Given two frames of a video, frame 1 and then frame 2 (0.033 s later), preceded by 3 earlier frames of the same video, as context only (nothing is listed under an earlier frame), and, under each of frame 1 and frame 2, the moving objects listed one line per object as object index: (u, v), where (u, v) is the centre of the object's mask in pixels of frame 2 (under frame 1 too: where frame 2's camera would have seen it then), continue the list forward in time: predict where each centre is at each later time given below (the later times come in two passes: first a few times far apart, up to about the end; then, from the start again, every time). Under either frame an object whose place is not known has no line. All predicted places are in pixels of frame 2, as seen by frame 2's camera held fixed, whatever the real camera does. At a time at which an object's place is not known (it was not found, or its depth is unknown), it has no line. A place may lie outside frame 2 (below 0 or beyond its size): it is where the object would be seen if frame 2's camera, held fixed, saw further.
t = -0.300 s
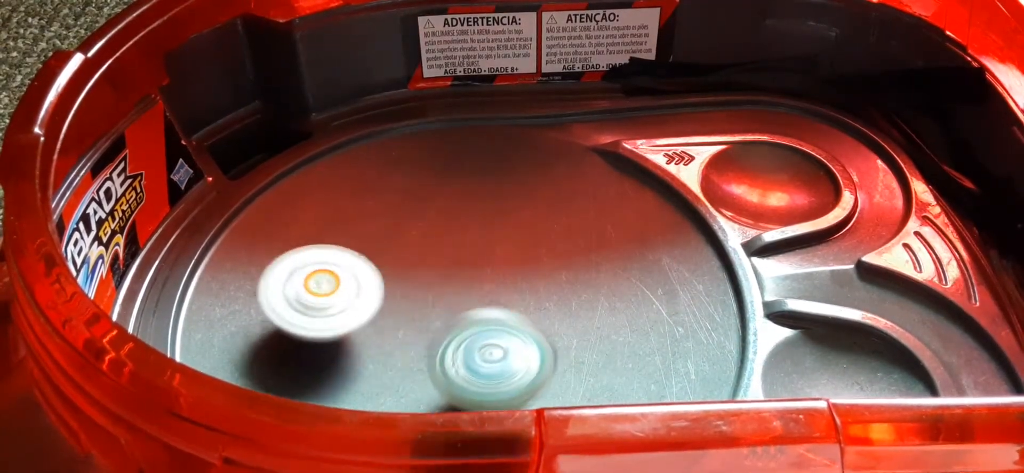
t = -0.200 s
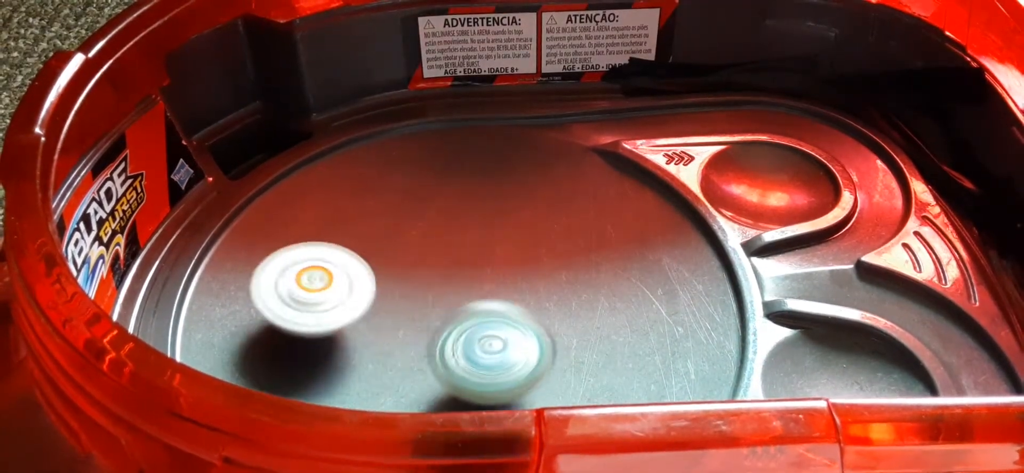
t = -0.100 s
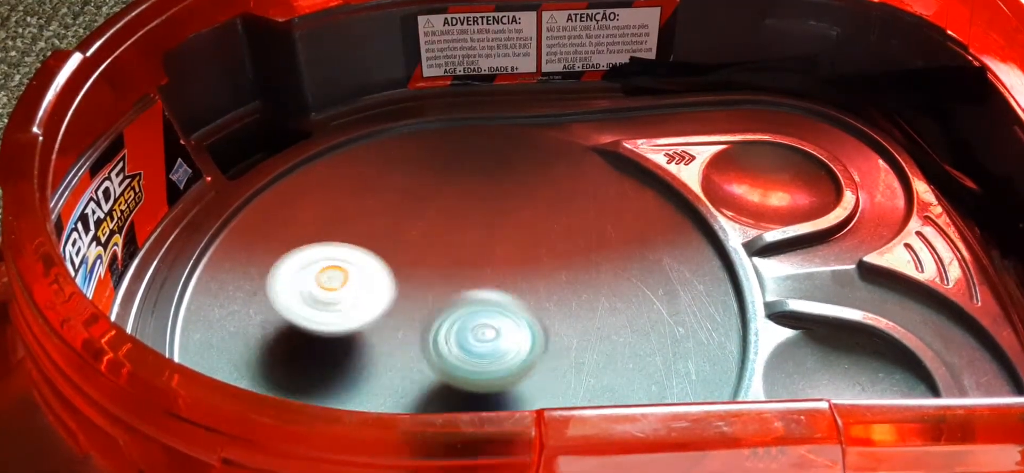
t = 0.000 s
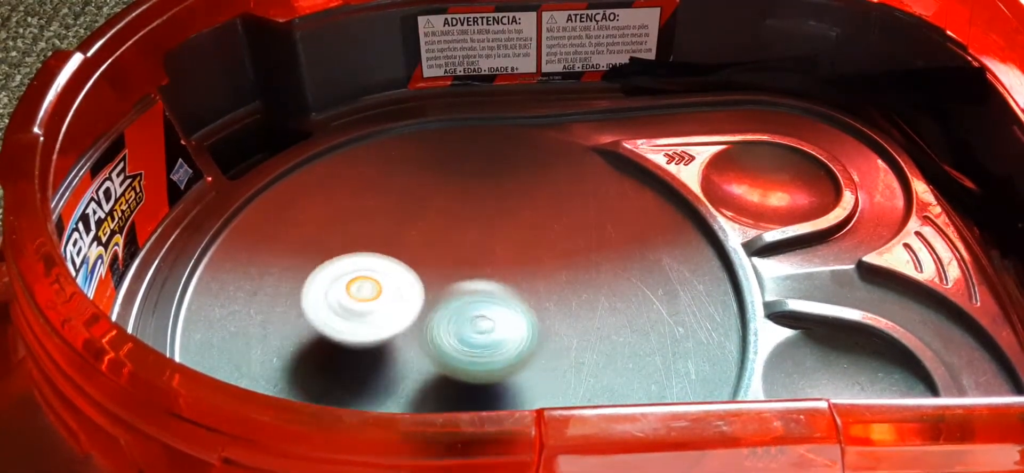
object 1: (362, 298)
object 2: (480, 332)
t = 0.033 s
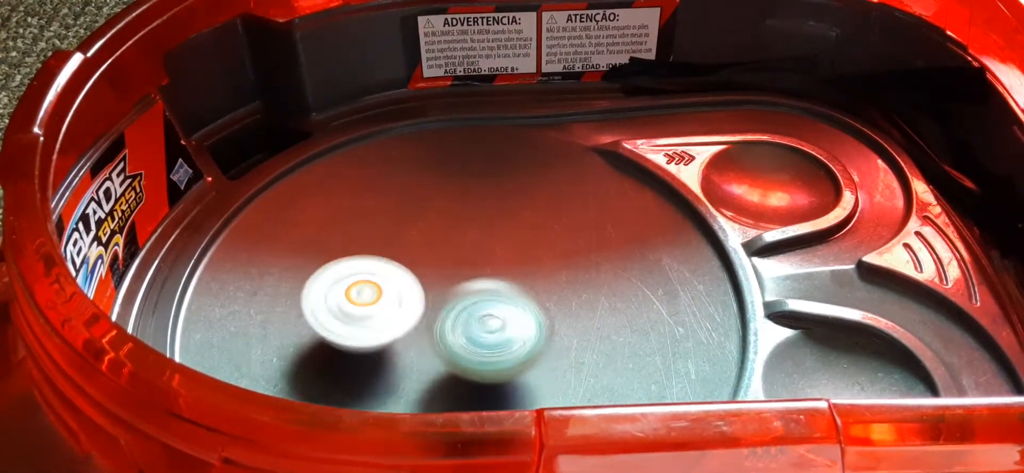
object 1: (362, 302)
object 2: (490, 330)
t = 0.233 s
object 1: (384, 340)
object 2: (506, 310)
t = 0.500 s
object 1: (390, 357)
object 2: (518, 276)
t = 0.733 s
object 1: (474, 358)
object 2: (510, 252)
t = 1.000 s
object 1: (494, 380)
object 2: (485, 230)
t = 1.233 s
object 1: (510, 344)
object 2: (461, 244)
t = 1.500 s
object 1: (573, 362)
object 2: (443, 248)
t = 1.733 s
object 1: (507, 348)
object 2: (437, 270)
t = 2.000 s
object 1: (540, 307)
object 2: (416, 264)
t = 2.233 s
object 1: (562, 291)
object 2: (424, 282)
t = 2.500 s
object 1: (608, 316)
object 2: (394, 293)
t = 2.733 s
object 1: (548, 345)
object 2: (395, 313)
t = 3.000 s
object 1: (583, 355)
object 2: (344, 289)
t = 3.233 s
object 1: (530, 337)
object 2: (349, 289)
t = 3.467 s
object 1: (518, 266)
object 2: (401, 285)
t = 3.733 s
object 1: (587, 223)
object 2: (424, 294)
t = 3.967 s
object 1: (578, 263)
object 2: (459, 302)
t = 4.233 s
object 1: (567, 302)
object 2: (424, 332)
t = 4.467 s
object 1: (533, 285)
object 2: (392, 353)
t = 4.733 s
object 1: (517, 258)
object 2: (384, 355)
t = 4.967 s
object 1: (493, 258)
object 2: (412, 330)
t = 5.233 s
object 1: (538, 251)
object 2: (424, 313)
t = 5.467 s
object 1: (557, 288)
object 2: (436, 307)
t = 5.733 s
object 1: (668, 303)
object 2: (305, 317)
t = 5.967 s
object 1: (624, 331)
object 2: (303, 320)
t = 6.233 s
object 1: (509, 310)
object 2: (382, 315)
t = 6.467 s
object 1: (606, 304)
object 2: (283, 278)
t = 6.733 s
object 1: (562, 330)
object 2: (324, 288)
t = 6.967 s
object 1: (572, 312)
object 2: (370, 281)
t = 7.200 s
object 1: (622, 306)
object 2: (371, 285)
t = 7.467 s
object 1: (575, 293)
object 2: (408, 305)
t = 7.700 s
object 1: (527, 264)
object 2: (415, 363)
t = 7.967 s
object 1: (471, 251)
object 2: (406, 394)
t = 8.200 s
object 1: (426, 271)
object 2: (424, 386)
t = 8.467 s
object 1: (394, 276)
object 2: (518, 366)
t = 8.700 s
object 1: (417, 265)
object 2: (602, 342)
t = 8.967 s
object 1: (468, 283)
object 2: (616, 315)
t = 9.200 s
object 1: (474, 285)
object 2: (621, 302)
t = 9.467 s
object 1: (431, 281)
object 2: (611, 285)
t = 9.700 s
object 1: (414, 289)
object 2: (538, 265)
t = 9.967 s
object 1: (384, 316)
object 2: (513, 233)
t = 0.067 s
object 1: (364, 308)
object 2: (495, 329)
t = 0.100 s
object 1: (368, 313)
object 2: (499, 326)
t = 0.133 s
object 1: (372, 319)
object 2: (501, 322)
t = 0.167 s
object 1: (376, 326)
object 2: (503, 318)
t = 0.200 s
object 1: (381, 333)
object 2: (505, 314)
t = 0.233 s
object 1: (384, 340)
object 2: (506, 310)
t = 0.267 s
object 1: (387, 346)
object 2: (509, 305)
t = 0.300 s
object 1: (384, 353)
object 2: (513, 300)
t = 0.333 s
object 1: (381, 358)
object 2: (515, 295)
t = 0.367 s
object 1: (380, 361)
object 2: (517, 291)
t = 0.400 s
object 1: (379, 362)
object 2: (517, 287)
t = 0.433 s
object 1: (380, 361)
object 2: (518, 283)
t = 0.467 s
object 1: (383, 360)
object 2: (518, 279)
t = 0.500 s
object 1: (390, 357)
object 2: (518, 276)
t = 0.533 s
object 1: (398, 355)
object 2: (517, 273)
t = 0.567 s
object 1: (410, 351)
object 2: (515, 270)
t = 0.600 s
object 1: (422, 350)
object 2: (514, 268)
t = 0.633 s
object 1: (438, 348)
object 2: (512, 266)
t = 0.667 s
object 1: (451, 349)
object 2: (510, 263)
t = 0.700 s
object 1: (465, 352)
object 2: (509, 259)
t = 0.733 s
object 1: (474, 358)
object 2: (510, 252)
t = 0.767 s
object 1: (481, 364)
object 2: (510, 247)
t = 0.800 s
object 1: (488, 369)
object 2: (507, 243)
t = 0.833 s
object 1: (492, 373)
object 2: (504, 240)
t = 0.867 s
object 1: (495, 376)
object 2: (500, 237)
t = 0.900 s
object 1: (496, 378)
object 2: (497, 234)
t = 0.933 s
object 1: (496, 380)
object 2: (493, 232)
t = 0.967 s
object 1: (495, 381)
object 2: (489, 231)
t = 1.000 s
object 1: (494, 380)
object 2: (485, 230)
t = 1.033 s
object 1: (493, 378)
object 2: (480, 230)
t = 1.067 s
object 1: (492, 375)
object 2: (477, 230)
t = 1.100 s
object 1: (492, 371)
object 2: (472, 232)
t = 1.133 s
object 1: (495, 366)
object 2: (469, 234)
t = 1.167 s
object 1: (499, 360)
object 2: (466, 237)
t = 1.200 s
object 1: (504, 352)
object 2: (463, 240)
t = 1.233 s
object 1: (510, 344)
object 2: (461, 244)
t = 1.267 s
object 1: (517, 335)
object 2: (460, 249)
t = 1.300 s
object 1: (525, 329)
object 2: (459, 253)
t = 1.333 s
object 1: (540, 333)
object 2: (456, 248)
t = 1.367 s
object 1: (551, 339)
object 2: (453, 245)
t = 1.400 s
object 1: (562, 345)
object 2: (451, 244)
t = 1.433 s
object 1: (568, 351)
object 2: (448, 245)
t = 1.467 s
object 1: (573, 357)
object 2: (445, 246)
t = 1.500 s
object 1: (573, 362)
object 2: (443, 248)
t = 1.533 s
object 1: (568, 366)
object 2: (440, 251)
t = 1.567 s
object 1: (561, 368)
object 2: (438, 254)
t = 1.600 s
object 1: (550, 369)
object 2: (437, 257)
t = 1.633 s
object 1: (537, 368)
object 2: (436, 260)
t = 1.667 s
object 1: (525, 363)
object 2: (436, 263)
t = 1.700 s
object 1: (514, 357)
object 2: (436, 267)
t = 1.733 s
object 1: (507, 348)
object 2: (437, 270)
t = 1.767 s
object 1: (509, 345)
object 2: (433, 266)
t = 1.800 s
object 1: (513, 341)
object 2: (429, 262)
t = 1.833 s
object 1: (516, 336)
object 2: (426, 260)
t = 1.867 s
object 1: (519, 330)
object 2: (424, 259)
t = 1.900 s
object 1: (524, 324)
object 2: (422, 260)
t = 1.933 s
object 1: (528, 318)
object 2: (420, 261)
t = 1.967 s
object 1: (533, 312)
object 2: (417, 263)
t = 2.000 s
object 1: (540, 307)
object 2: (416, 264)
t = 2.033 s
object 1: (544, 302)
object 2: (415, 266)
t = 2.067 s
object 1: (549, 298)
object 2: (414, 269)
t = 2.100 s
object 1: (554, 295)
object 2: (414, 271)
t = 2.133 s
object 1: (558, 293)
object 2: (416, 274)
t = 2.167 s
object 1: (561, 292)
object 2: (417, 277)
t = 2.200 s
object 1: (562, 291)
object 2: (420, 280)
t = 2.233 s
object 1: (562, 291)
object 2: (424, 282)
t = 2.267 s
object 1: (559, 292)
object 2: (428, 285)
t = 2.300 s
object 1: (556, 291)
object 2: (432, 288)
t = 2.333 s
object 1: (559, 291)
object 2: (431, 289)
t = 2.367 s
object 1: (578, 294)
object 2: (414, 287)
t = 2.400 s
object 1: (589, 298)
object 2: (405, 287)
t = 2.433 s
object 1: (599, 304)
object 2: (400, 288)
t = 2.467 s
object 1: (606, 309)
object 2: (397, 290)
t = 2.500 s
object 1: (608, 316)
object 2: (394, 293)
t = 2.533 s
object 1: (609, 323)
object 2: (393, 296)
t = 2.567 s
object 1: (607, 330)
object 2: (392, 299)
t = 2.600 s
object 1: (600, 337)
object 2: (391, 302)
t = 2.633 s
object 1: (590, 343)
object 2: (390, 304)
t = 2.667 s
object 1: (578, 345)
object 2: (390, 308)
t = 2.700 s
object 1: (563, 346)
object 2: (392, 309)
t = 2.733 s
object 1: (548, 345)
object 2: (395, 313)
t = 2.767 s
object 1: (535, 340)
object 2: (400, 315)
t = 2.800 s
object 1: (529, 337)
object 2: (399, 315)
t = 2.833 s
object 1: (547, 338)
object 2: (378, 303)
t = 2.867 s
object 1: (561, 339)
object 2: (362, 295)
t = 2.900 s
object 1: (571, 342)
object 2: (354, 291)
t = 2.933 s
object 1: (579, 346)
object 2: (350, 289)
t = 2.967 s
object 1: (582, 350)
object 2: (347, 289)
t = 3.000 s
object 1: (583, 355)
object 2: (344, 289)
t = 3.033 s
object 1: (581, 358)
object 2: (342, 289)
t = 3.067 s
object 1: (576, 359)
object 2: (340, 289)
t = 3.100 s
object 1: (567, 359)
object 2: (340, 289)
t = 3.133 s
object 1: (558, 357)
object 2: (340, 289)
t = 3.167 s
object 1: (548, 352)
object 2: (343, 289)
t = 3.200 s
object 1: (538, 345)
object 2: (346, 289)
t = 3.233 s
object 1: (530, 337)
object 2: (349, 289)
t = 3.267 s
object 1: (524, 327)
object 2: (356, 288)
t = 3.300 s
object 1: (520, 317)
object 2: (362, 288)
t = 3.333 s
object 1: (517, 307)
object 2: (370, 288)
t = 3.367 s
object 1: (516, 297)
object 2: (377, 287)
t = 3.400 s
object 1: (516, 287)
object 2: (385, 286)
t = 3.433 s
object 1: (517, 276)
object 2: (392, 285)
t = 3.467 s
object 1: (518, 266)
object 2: (401, 285)
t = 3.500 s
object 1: (523, 256)
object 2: (404, 285)
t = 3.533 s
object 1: (536, 245)
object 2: (398, 286)
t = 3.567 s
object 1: (545, 237)
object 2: (397, 287)
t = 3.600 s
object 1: (554, 231)
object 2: (401, 288)
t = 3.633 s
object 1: (562, 227)
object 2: (406, 290)
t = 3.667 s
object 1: (571, 224)
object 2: (412, 291)
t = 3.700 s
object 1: (580, 223)
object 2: (417, 293)
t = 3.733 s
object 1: (587, 223)
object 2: (424, 294)
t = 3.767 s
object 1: (592, 226)
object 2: (430, 296)
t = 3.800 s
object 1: (596, 230)
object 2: (437, 297)
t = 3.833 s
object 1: (597, 236)
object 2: (443, 298)
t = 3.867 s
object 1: (595, 244)
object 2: (449, 299)
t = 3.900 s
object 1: (589, 252)
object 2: (455, 299)
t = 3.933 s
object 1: (580, 259)
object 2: (461, 300)
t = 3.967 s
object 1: (578, 263)
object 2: (459, 302)
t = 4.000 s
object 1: (588, 263)
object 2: (442, 307)
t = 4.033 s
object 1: (593, 265)
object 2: (431, 311)
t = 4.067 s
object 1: (596, 270)
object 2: (427, 314)
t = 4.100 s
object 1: (596, 277)
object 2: (424, 318)
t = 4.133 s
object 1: (594, 284)
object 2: (424, 321)
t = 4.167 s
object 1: (587, 292)
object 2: (423, 325)
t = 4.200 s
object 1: (578, 297)
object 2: (424, 328)
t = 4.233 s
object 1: (567, 302)
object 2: (424, 332)
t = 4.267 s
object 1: (553, 305)
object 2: (425, 335)
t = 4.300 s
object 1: (542, 306)
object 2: (423, 338)
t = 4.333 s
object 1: (540, 302)
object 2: (414, 342)
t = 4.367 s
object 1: (540, 298)
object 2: (406, 345)
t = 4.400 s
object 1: (538, 294)
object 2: (400, 348)
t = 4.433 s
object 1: (535, 289)
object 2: (395, 351)
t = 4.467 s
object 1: (533, 285)
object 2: (392, 353)
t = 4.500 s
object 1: (531, 280)
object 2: (387, 355)
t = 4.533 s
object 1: (528, 275)
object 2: (384, 357)
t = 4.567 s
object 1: (527, 272)
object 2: (382, 358)
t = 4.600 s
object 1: (525, 267)
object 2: (381, 359)
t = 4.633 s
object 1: (523, 264)
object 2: (380, 359)
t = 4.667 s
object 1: (521, 262)
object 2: (380, 358)
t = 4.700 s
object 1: (520, 259)
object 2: (381, 357)
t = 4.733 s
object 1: (517, 258)
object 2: (384, 355)
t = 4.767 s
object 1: (515, 258)
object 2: (387, 352)
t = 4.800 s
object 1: (513, 258)
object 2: (391, 349)
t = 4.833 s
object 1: (510, 257)
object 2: (395, 346)
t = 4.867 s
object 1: (505, 258)
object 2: (400, 341)
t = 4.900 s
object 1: (501, 259)
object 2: (406, 337)
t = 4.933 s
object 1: (495, 259)
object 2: (411, 333)
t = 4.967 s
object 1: (493, 258)
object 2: (412, 330)
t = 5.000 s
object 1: (497, 254)
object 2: (410, 329)
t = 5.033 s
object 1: (501, 250)
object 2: (413, 326)
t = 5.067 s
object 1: (506, 248)
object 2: (416, 323)
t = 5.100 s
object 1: (511, 248)
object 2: (419, 320)
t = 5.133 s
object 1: (517, 249)
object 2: (424, 317)
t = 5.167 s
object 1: (521, 251)
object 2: (427, 314)
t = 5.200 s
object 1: (528, 252)
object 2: (427, 313)
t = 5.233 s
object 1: (538, 251)
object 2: (424, 313)
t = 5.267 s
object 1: (547, 252)
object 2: (424, 312)
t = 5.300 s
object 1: (554, 255)
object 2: (426, 312)
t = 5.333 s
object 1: (559, 259)
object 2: (427, 311)
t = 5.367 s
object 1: (563, 265)
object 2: (429, 310)
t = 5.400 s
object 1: (564, 272)
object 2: (430, 309)
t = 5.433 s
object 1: (562, 280)
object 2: (433, 308)
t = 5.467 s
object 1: (557, 288)
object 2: (436, 307)
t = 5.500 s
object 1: (568, 291)
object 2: (422, 308)
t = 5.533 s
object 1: (599, 288)
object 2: (384, 309)
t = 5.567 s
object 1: (618, 289)
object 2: (361, 310)
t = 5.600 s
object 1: (631, 292)
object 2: (345, 312)
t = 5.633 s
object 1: (643, 294)
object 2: (331, 314)
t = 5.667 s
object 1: (653, 296)
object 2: (320, 316)
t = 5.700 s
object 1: (661, 299)
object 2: (313, 317)
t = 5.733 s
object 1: (668, 303)
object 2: (305, 317)
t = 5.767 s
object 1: (671, 307)
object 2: (303, 320)
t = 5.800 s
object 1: (672, 312)
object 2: (300, 320)
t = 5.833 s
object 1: (669, 318)
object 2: (298, 321)
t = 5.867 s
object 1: (661, 323)
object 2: (297, 321)
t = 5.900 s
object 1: (651, 327)
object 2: (297, 321)
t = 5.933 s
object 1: (638, 329)
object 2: (299, 320)
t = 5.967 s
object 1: (624, 331)
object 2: (303, 320)
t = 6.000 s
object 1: (609, 330)
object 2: (310, 320)
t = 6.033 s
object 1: (593, 328)
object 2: (316, 320)
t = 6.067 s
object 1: (578, 326)
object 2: (323, 319)
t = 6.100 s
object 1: (563, 323)
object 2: (332, 319)
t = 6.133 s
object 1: (549, 320)
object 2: (342, 319)
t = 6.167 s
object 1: (534, 317)
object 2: (353, 318)
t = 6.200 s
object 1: (520, 313)
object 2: (366, 317)
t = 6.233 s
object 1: (509, 310)
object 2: (382, 315)
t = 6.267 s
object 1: (532, 306)
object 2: (356, 306)
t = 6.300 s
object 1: (560, 299)
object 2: (324, 295)
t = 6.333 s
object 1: (577, 295)
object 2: (302, 287)
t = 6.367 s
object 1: (586, 295)
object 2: (290, 280)
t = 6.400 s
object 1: (593, 297)
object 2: (286, 279)
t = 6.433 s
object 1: (600, 300)
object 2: (284, 279)
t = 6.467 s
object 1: (606, 304)
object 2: (283, 278)
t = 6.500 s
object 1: (610, 308)
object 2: (282, 279)
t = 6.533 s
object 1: (611, 313)
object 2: (285, 278)
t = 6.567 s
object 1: (610, 319)
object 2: (288, 279)
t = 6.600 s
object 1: (604, 324)
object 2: (294, 281)
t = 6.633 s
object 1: (596, 328)
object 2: (299, 282)
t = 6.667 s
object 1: (585, 330)
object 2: (306, 284)
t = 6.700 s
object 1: (574, 331)
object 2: (314, 286)
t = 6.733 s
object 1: (562, 330)
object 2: (324, 288)
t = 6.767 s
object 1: (550, 328)
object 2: (338, 292)
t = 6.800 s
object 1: (539, 326)
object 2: (355, 294)
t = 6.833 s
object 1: (527, 323)
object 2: (376, 296)
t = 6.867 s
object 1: (517, 320)
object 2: (399, 297)
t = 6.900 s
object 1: (534, 315)
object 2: (392, 291)
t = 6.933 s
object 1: (558, 313)
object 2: (378, 286)
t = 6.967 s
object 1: (572, 312)
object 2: (370, 281)
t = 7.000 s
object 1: (581, 312)
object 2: (371, 280)
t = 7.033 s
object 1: (591, 312)
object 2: (367, 281)
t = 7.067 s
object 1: (599, 311)
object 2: (366, 281)
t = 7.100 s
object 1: (607, 309)
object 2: (366, 282)
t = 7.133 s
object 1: (614, 308)
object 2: (366, 283)
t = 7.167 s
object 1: (619, 307)
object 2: (368, 284)
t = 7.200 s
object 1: (622, 306)
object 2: (371, 285)
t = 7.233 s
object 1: (623, 304)
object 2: (373, 287)
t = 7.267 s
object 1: (621, 303)
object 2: (376, 289)
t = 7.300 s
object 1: (616, 302)
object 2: (381, 291)
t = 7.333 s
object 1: (610, 300)
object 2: (386, 293)
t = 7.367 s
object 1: (602, 298)
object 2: (391, 296)
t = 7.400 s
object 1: (594, 296)
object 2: (395, 298)
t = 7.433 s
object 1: (585, 295)
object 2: (402, 302)
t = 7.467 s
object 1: (575, 293)
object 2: (408, 305)
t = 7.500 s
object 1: (565, 290)
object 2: (413, 309)
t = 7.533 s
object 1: (556, 289)
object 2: (419, 313)
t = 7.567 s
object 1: (546, 287)
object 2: (426, 317)
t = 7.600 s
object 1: (537, 285)
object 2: (431, 322)
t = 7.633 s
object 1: (532, 279)
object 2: (427, 332)
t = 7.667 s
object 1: (532, 269)
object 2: (420, 348)
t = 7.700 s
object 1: (527, 264)
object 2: (415, 363)
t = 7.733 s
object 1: (520, 260)
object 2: (412, 373)
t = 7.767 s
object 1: (515, 257)
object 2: (412, 379)
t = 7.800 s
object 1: (508, 254)
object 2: (410, 388)
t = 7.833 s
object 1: (500, 252)
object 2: (408, 393)
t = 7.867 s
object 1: (493, 251)
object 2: (409, 390)
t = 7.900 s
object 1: (486, 251)
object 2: (410, 392)
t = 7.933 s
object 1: (478, 251)
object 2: (407, 393)
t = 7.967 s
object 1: (471, 251)
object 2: (406, 394)
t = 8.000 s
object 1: (463, 252)
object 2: (407, 394)
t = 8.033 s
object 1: (455, 254)
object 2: (409, 394)
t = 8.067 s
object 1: (449, 256)
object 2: (411, 393)
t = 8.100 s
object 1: (443, 260)
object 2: (412, 391)
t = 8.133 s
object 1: (436, 263)
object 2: (416, 390)
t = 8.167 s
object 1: (430, 266)
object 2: (418, 388)
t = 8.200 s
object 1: (426, 271)
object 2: (424, 386)
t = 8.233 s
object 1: (421, 276)
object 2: (430, 383)
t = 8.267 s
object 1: (418, 280)
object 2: (440, 380)
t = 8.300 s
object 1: (415, 286)
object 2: (451, 376)
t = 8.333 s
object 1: (412, 290)
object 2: (460, 372)
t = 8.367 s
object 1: (406, 288)
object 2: (470, 370)
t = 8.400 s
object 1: (401, 283)
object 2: (482, 369)
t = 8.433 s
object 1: (396, 280)
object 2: (504, 368)
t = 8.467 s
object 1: (394, 276)
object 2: (518, 366)
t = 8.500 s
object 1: (394, 272)
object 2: (536, 364)
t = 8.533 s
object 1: (394, 269)
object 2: (551, 360)
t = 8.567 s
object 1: (397, 265)
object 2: (564, 358)
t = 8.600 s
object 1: (401, 265)
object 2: (578, 354)
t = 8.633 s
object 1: (406, 263)
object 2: (585, 350)
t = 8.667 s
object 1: (412, 263)
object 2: (596, 347)
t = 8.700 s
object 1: (417, 265)
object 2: (602, 342)
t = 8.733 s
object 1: (423, 265)
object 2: (605, 339)
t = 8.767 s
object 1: (430, 268)
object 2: (609, 336)
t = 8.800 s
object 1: (436, 271)
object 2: (611, 332)
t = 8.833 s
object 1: (443, 272)
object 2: (613, 329)
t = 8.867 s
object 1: (449, 275)
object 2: (615, 325)
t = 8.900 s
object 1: (455, 277)
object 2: (615, 322)
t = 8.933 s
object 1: (462, 280)
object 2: (616, 318)
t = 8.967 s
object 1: (468, 283)
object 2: (616, 315)
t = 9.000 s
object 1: (475, 285)
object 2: (615, 312)
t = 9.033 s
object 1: (482, 287)
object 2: (614, 308)
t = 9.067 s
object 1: (489, 289)
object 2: (613, 305)
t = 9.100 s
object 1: (492, 291)
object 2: (611, 303)
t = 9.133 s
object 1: (484, 289)
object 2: (618, 305)
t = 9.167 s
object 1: (479, 288)
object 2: (620, 304)
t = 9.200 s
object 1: (474, 285)
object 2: (621, 302)
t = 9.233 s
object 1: (467, 284)
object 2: (622, 298)
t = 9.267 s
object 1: (462, 282)
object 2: (623, 296)
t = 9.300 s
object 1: (456, 282)
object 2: (623, 293)
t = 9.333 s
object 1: (450, 281)
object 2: (622, 292)
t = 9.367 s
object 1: (446, 281)
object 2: (620, 290)
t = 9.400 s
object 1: (440, 282)
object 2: (619, 288)
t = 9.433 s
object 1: (436, 281)
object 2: (615, 287)
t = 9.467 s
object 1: (431, 281)
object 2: (611, 285)
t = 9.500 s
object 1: (427, 281)
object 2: (605, 283)
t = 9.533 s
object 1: (424, 282)
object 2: (596, 280)
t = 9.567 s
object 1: (419, 283)
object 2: (589, 276)
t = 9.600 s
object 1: (418, 284)
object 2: (576, 274)
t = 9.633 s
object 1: (415, 286)
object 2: (564, 271)
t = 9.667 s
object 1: (414, 287)
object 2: (551, 268)
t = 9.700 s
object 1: (414, 289)
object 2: (538, 265)
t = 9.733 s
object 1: (412, 292)
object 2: (527, 263)
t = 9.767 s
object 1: (404, 298)
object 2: (523, 256)
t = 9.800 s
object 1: (399, 301)
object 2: (521, 251)
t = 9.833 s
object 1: (395, 303)
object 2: (517, 246)
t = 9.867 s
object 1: (389, 306)
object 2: (517, 242)
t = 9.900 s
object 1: (387, 309)
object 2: (514, 238)
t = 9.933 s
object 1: (384, 313)
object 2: (513, 235)
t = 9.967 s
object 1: (384, 316)
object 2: (513, 233)
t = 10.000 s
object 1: (384, 321)
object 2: (511, 232)
